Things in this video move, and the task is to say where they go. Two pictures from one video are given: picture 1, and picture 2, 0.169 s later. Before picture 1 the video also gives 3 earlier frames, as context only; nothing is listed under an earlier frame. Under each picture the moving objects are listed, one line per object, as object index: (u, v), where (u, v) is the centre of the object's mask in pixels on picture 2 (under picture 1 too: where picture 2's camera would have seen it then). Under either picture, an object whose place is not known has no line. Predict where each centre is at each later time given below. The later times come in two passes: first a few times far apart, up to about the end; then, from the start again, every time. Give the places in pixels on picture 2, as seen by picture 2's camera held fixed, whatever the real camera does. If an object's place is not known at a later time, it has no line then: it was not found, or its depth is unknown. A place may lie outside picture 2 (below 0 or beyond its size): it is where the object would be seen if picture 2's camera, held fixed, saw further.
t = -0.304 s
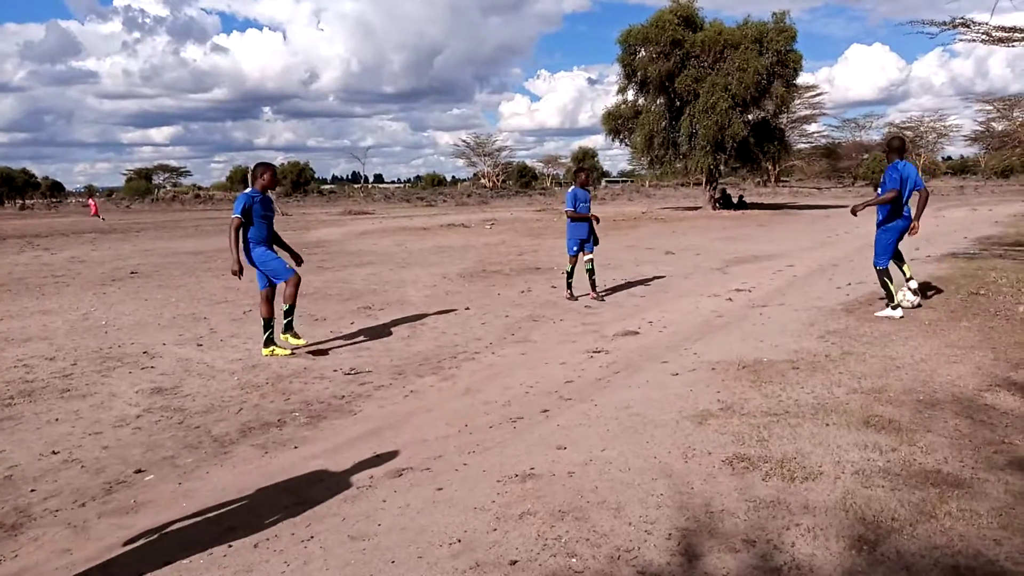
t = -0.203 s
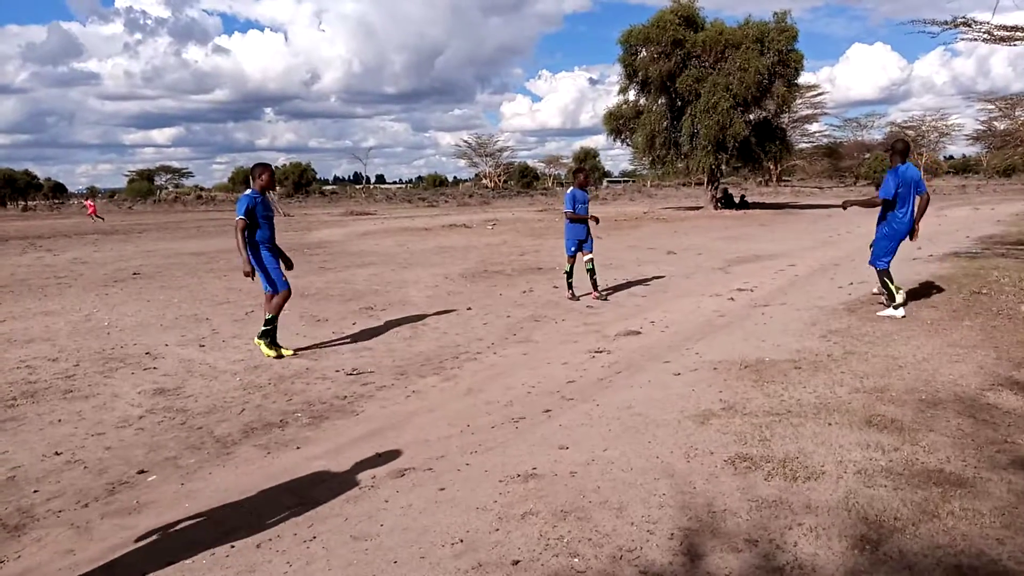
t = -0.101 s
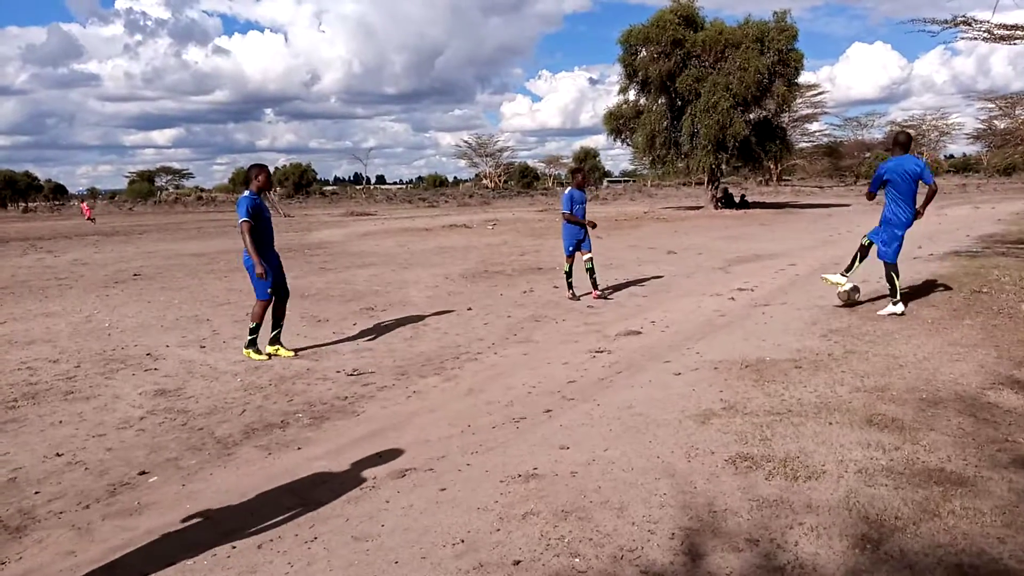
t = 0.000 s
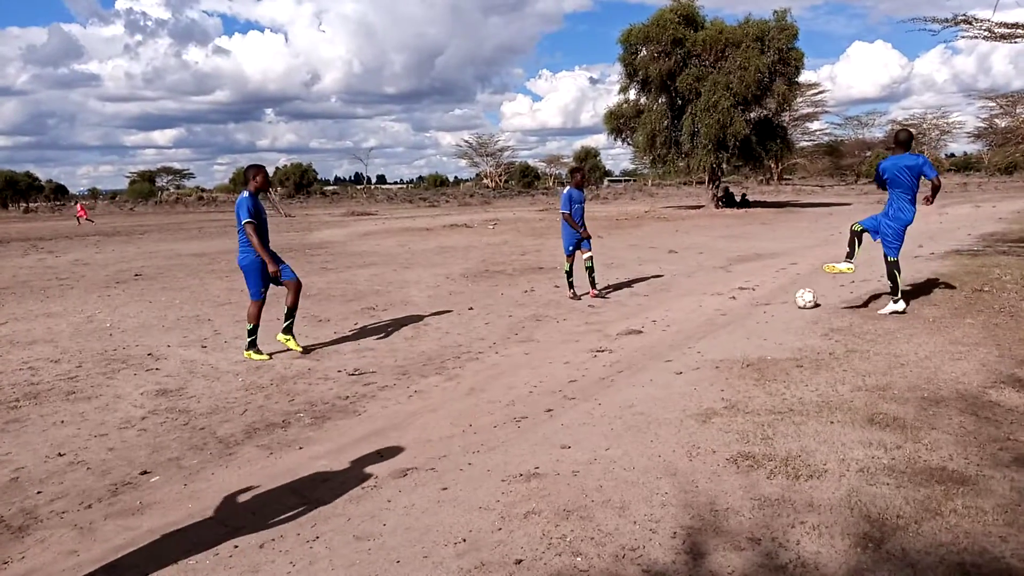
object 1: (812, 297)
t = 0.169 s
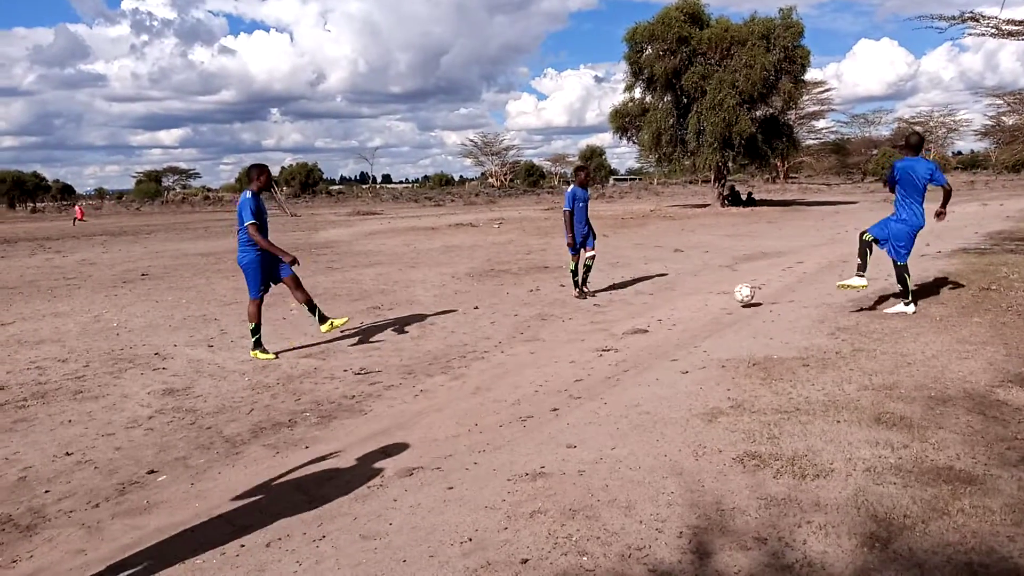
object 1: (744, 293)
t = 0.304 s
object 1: (693, 295)
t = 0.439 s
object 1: (646, 294)
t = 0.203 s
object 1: (731, 295)
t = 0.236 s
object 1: (718, 299)
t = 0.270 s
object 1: (705, 297)
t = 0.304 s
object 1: (693, 295)
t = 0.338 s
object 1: (681, 293)
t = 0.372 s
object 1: (669, 293)
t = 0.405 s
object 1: (657, 293)
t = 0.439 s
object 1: (646, 294)
